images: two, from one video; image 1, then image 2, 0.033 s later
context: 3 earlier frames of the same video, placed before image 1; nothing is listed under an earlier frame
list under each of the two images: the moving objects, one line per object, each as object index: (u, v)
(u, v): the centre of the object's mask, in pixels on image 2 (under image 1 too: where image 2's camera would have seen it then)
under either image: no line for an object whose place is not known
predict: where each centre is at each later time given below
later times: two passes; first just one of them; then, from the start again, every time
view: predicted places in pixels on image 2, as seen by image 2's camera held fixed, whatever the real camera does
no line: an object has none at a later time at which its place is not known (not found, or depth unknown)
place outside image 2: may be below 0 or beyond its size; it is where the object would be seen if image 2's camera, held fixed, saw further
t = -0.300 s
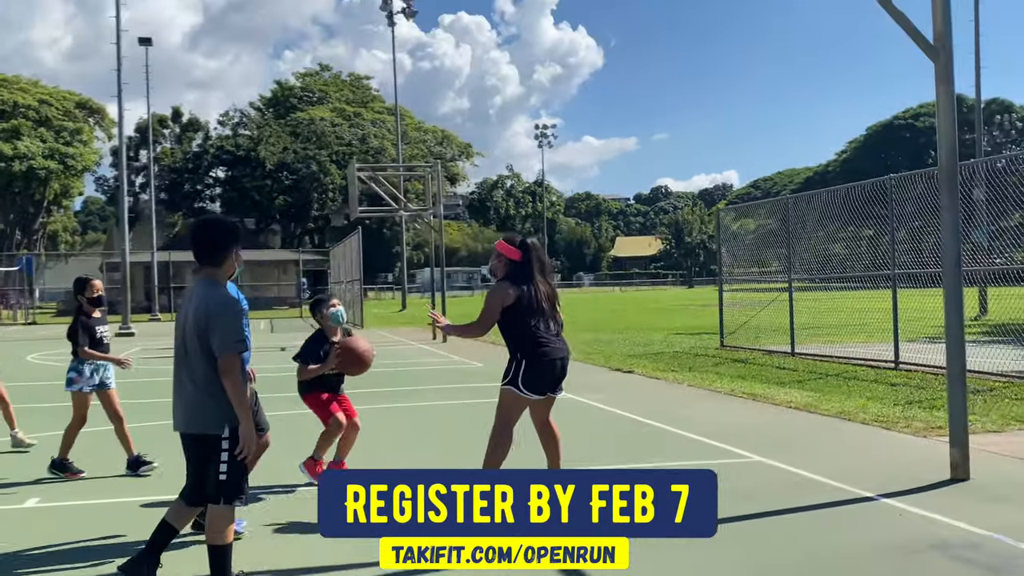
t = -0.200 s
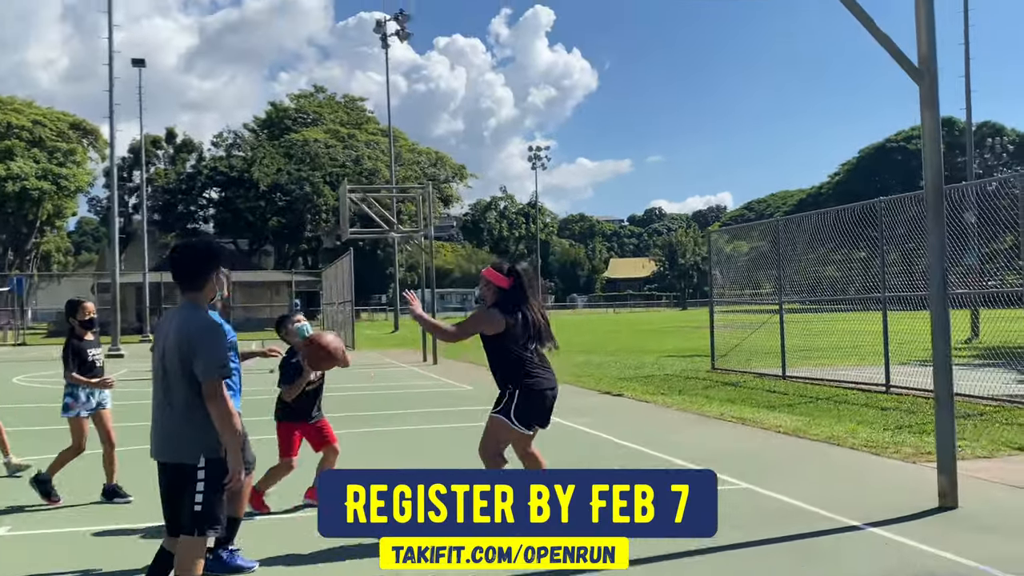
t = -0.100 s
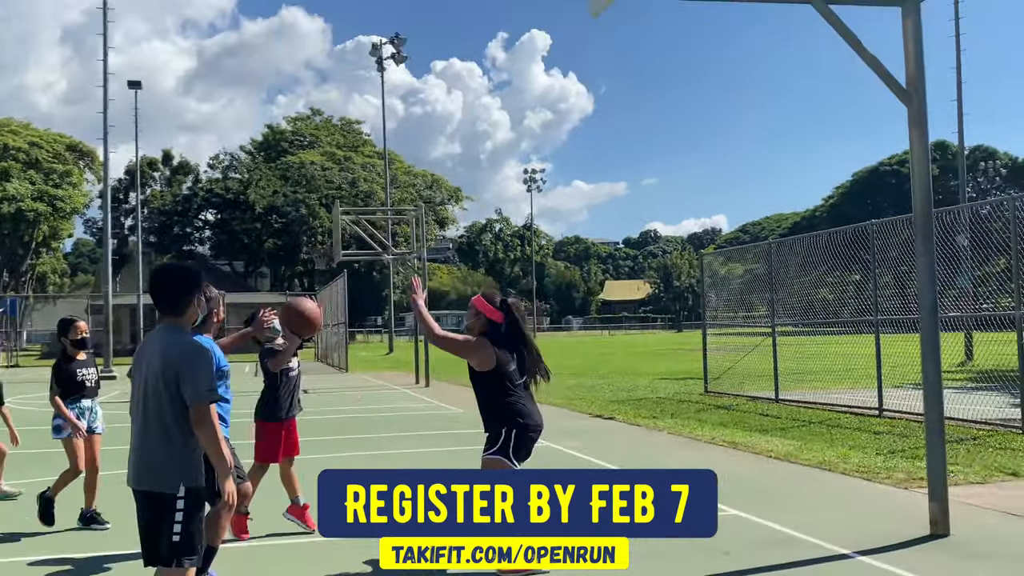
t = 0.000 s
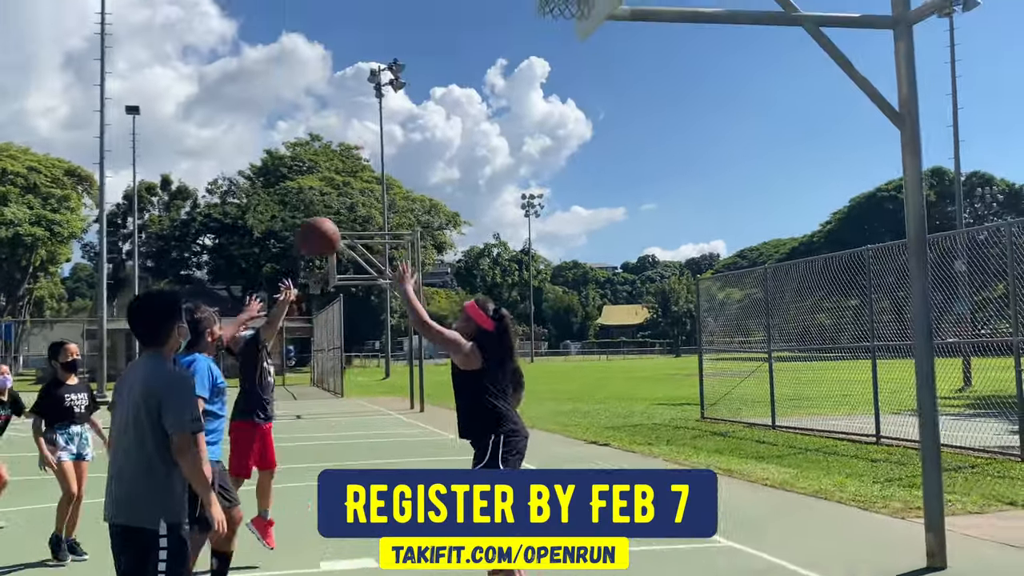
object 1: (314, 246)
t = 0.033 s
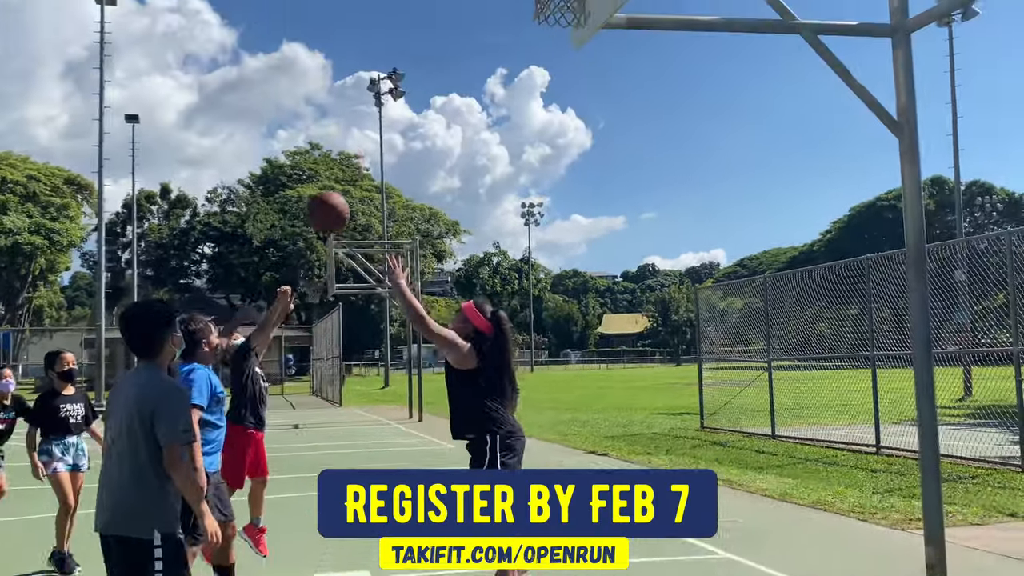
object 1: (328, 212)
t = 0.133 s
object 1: (362, 119)
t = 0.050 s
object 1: (332, 196)
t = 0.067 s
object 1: (339, 178)
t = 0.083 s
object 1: (345, 163)
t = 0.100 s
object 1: (351, 147)
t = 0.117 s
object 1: (356, 133)
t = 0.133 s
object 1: (362, 119)
